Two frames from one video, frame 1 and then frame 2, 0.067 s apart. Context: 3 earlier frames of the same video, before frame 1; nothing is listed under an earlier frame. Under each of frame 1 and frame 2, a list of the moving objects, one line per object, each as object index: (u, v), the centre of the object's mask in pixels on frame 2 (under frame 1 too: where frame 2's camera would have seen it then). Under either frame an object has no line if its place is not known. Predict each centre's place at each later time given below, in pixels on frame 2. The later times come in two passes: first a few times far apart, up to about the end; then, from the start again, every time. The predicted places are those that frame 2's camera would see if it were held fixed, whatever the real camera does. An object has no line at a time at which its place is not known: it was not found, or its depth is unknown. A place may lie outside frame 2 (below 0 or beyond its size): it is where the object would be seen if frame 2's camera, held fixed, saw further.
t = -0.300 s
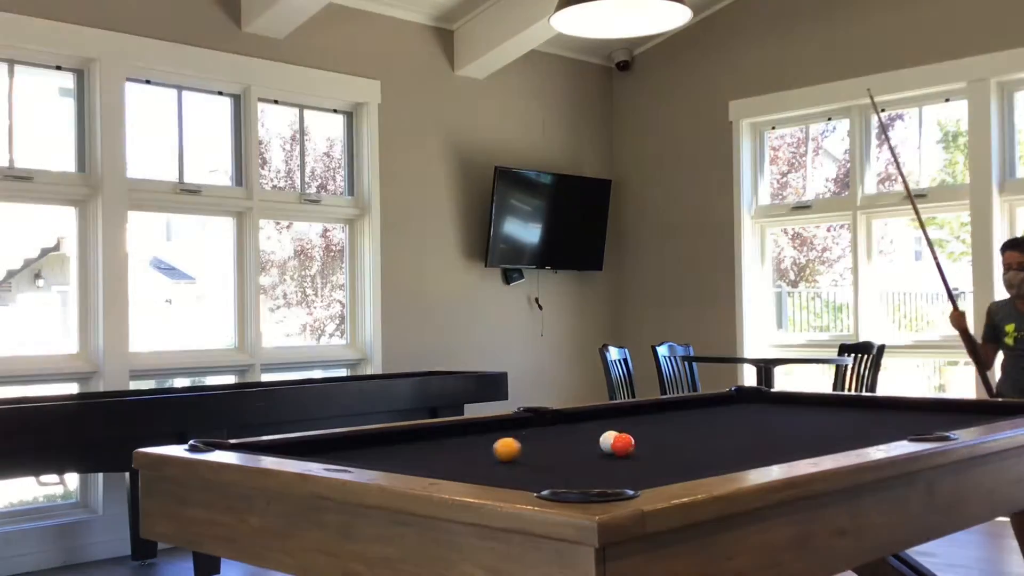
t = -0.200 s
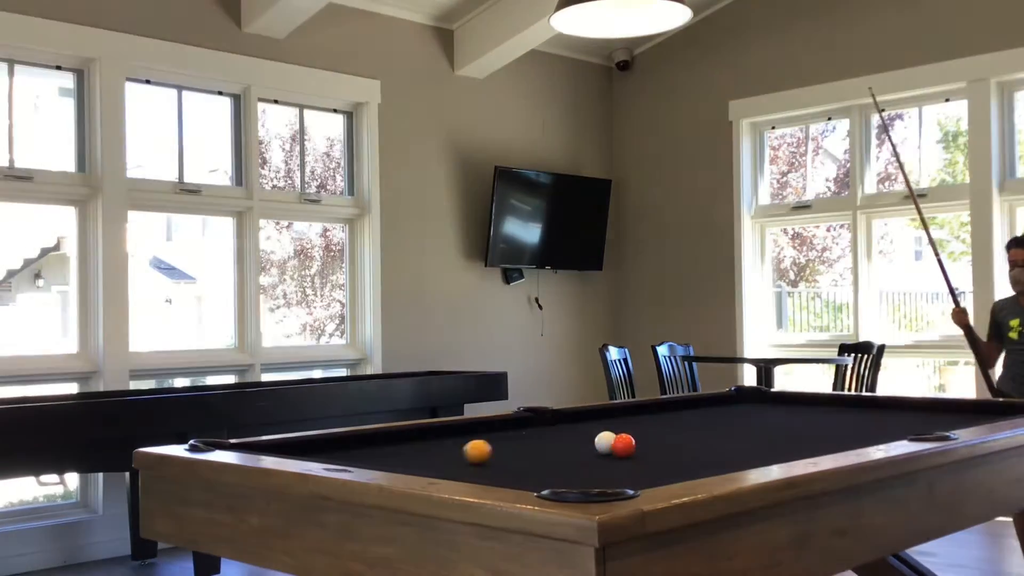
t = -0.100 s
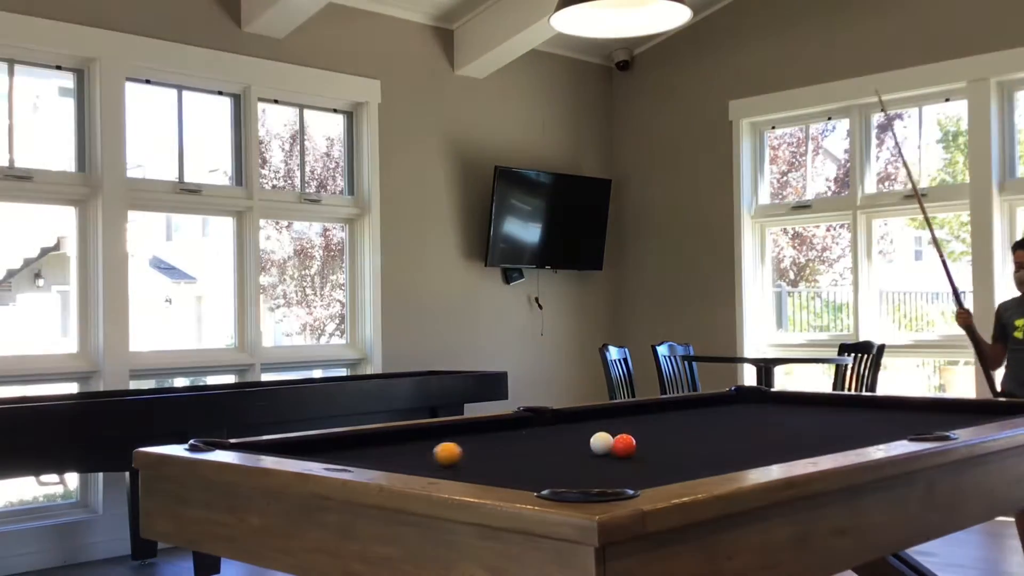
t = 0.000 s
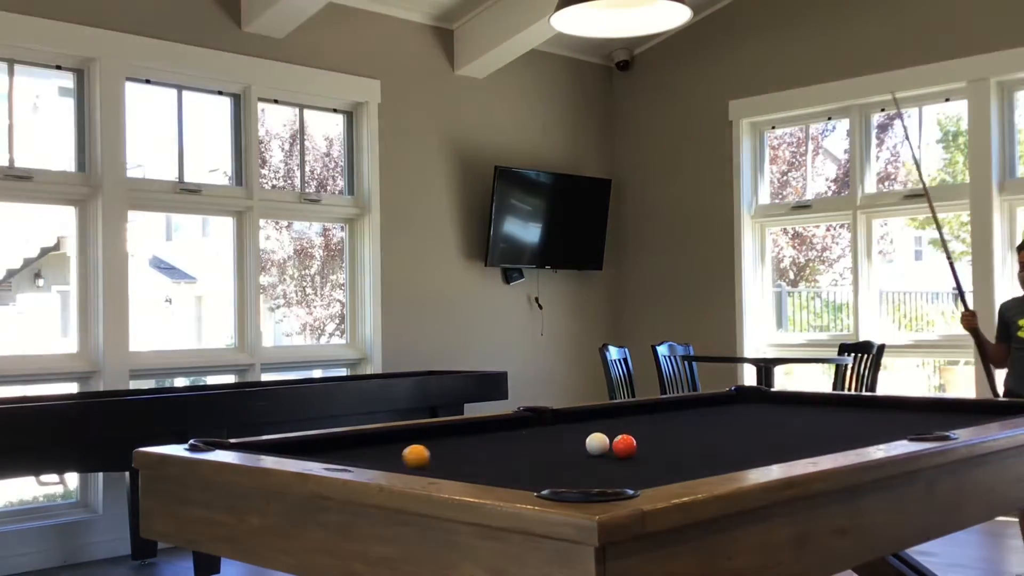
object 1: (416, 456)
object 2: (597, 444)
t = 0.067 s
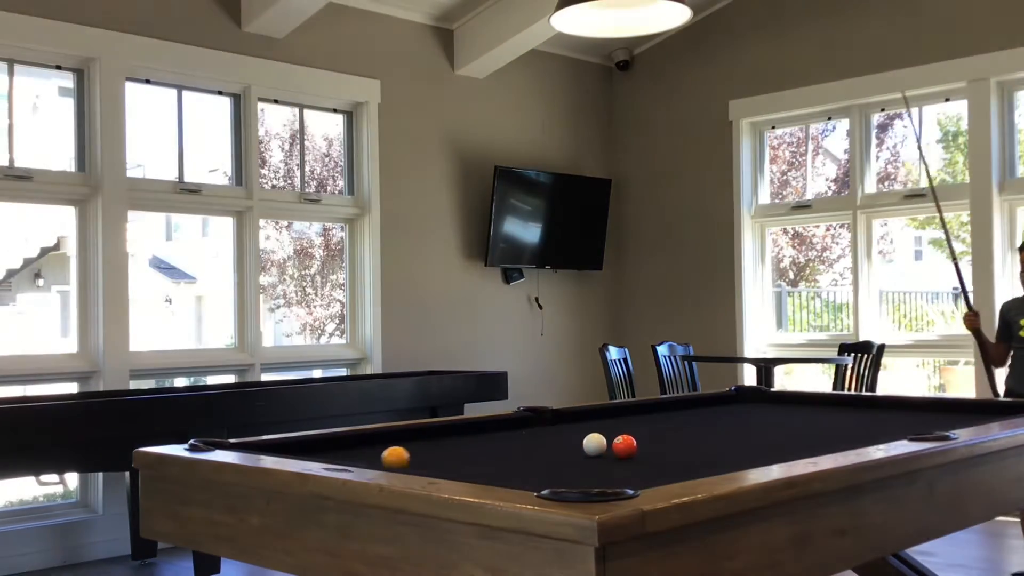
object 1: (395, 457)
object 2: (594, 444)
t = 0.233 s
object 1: (344, 457)
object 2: (588, 445)
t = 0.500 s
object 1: (371, 457)
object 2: (580, 447)
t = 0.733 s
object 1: (396, 454)
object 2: (575, 449)
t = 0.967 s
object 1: (418, 451)
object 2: (571, 450)
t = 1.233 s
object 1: (440, 447)
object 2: (567, 451)
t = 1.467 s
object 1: (457, 444)
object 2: (565, 451)
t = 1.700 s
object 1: (473, 442)
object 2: (565, 452)
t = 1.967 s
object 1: (488, 439)
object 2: (565, 452)
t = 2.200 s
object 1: (500, 438)
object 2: (565, 452)
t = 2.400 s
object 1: (510, 436)
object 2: (565, 452)
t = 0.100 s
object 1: (385, 458)
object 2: (593, 444)
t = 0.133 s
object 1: (375, 458)
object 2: (592, 445)
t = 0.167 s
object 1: (365, 458)
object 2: (591, 445)
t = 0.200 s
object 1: (355, 457)
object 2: (589, 445)
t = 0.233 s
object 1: (344, 457)
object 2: (588, 445)
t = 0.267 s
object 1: (341, 457)
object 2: (587, 446)
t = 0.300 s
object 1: (346, 457)
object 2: (586, 446)
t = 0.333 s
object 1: (351, 457)
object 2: (585, 446)
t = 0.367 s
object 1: (355, 457)
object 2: (584, 446)
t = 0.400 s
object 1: (359, 457)
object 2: (583, 447)
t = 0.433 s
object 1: (363, 457)
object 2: (582, 447)
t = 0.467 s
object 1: (367, 457)
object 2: (581, 447)
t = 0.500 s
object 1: (371, 457)
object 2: (580, 447)
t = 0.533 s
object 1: (374, 456)
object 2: (580, 447)
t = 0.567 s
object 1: (378, 456)
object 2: (579, 448)
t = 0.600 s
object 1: (382, 456)
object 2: (578, 448)
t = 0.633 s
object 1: (385, 455)
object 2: (577, 448)
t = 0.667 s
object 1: (389, 455)
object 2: (577, 448)
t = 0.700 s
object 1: (392, 454)
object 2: (576, 448)
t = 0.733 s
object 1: (396, 454)
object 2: (575, 449)
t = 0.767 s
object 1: (399, 454)
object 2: (575, 449)
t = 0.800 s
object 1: (402, 453)
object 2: (574, 449)
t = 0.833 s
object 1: (406, 453)
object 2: (573, 449)
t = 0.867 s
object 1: (409, 452)
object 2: (573, 449)
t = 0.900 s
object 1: (412, 452)
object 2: (572, 449)
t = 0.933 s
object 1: (415, 451)
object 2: (571, 449)
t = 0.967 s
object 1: (418, 451)
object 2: (571, 450)
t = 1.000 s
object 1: (421, 450)
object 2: (570, 450)
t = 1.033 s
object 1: (424, 450)
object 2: (570, 450)
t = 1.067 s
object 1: (426, 449)
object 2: (569, 450)
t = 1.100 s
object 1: (429, 448)
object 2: (569, 450)
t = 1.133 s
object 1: (432, 448)
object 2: (568, 450)
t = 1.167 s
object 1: (435, 448)
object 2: (568, 451)
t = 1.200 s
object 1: (437, 447)
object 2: (567, 451)
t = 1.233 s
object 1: (440, 447)
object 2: (567, 451)
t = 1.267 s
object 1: (442, 447)
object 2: (567, 451)
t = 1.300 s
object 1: (445, 446)
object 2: (566, 451)
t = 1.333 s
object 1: (448, 446)
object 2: (566, 451)
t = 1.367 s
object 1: (450, 445)
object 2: (566, 451)
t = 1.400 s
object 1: (452, 445)
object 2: (566, 451)
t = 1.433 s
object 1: (455, 445)
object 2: (566, 451)
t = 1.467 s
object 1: (457, 444)
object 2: (565, 451)
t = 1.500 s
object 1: (459, 444)
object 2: (565, 451)
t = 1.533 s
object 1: (462, 444)
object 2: (565, 451)
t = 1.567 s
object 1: (464, 443)
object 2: (565, 451)
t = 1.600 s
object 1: (466, 443)
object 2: (565, 451)
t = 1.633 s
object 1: (468, 442)
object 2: (565, 451)
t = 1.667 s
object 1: (470, 442)
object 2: (565, 451)
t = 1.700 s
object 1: (473, 442)
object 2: (565, 452)
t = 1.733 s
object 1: (475, 442)
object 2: (565, 452)
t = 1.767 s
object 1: (477, 441)
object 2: (565, 452)
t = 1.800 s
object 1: (479, 441)
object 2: (565, 452)
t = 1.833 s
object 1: (481, 441)
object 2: (565, 452)
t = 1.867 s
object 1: (483, 440)
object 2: (565, 451)
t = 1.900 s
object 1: (485, 440)
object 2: (565, 452)
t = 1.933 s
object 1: (487, 440)
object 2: (565, 452)
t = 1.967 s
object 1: (488, 439)
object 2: (565, 452)
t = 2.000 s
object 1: (490, 439)
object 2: (565, 452)
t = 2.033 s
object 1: (492, 439)
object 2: (565, 452)
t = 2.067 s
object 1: (494, 439)
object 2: (565, 451)
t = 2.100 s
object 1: (496, 439)
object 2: (565, 452)
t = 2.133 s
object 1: (498, 438)
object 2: (565, 452)
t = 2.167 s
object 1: (499, 438)
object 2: (565, 452)
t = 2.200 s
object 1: (500, 438)
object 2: (565, 452)
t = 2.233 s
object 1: (502, 437)
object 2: (565, 452)
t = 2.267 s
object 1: (504, 437)
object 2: (565, 452)
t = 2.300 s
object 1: (505, 437)
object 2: (565, 452)
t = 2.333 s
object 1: (507, 437)
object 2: (565, 452)
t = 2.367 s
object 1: (508, 437)
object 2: (565, 452)
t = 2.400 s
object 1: (510, 436)
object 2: (565, 452)
